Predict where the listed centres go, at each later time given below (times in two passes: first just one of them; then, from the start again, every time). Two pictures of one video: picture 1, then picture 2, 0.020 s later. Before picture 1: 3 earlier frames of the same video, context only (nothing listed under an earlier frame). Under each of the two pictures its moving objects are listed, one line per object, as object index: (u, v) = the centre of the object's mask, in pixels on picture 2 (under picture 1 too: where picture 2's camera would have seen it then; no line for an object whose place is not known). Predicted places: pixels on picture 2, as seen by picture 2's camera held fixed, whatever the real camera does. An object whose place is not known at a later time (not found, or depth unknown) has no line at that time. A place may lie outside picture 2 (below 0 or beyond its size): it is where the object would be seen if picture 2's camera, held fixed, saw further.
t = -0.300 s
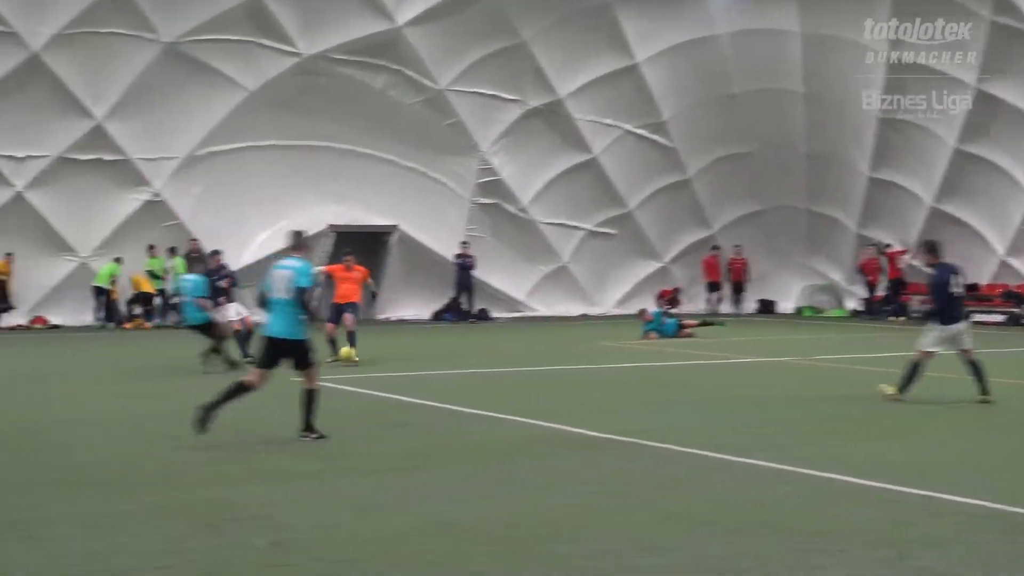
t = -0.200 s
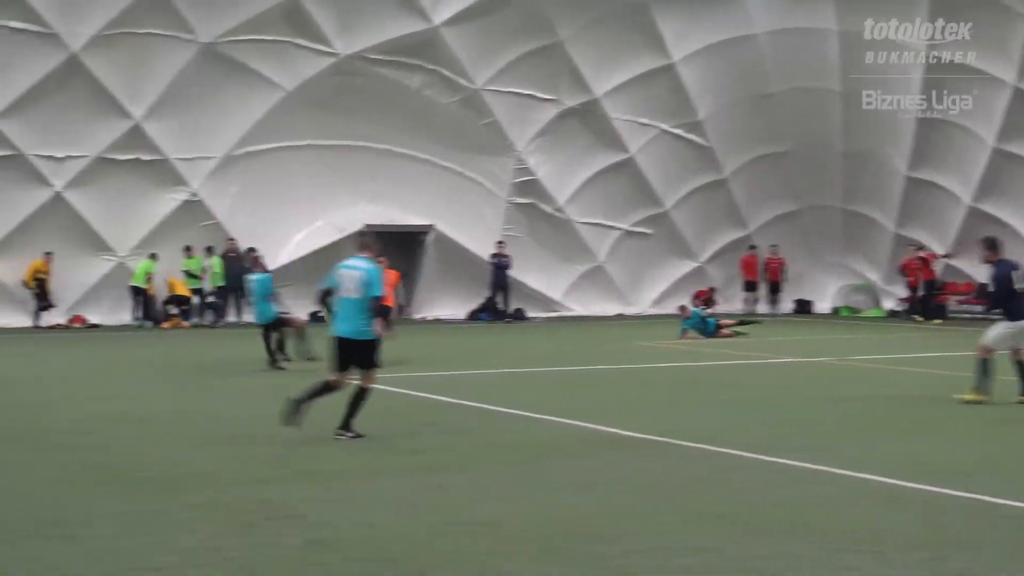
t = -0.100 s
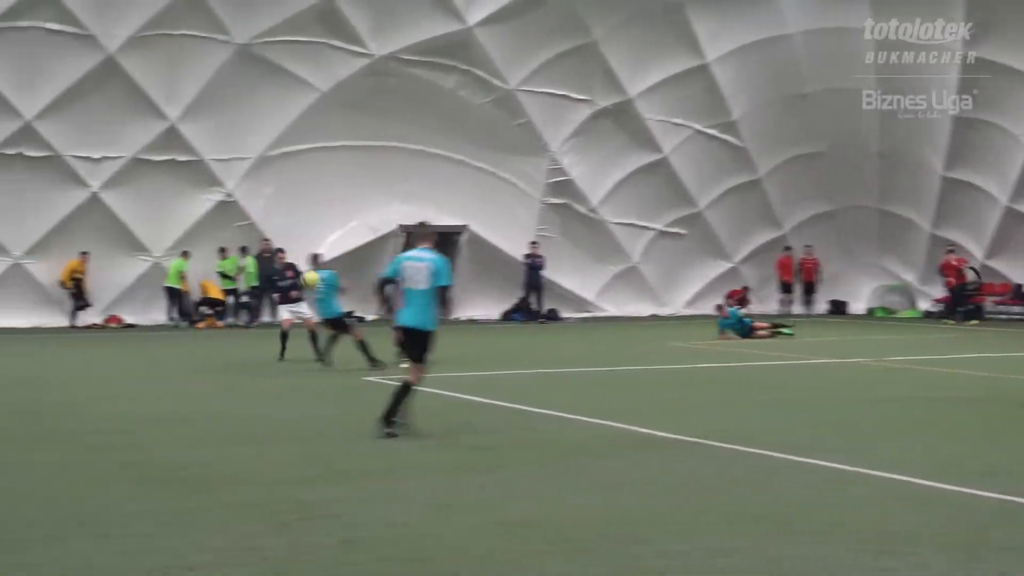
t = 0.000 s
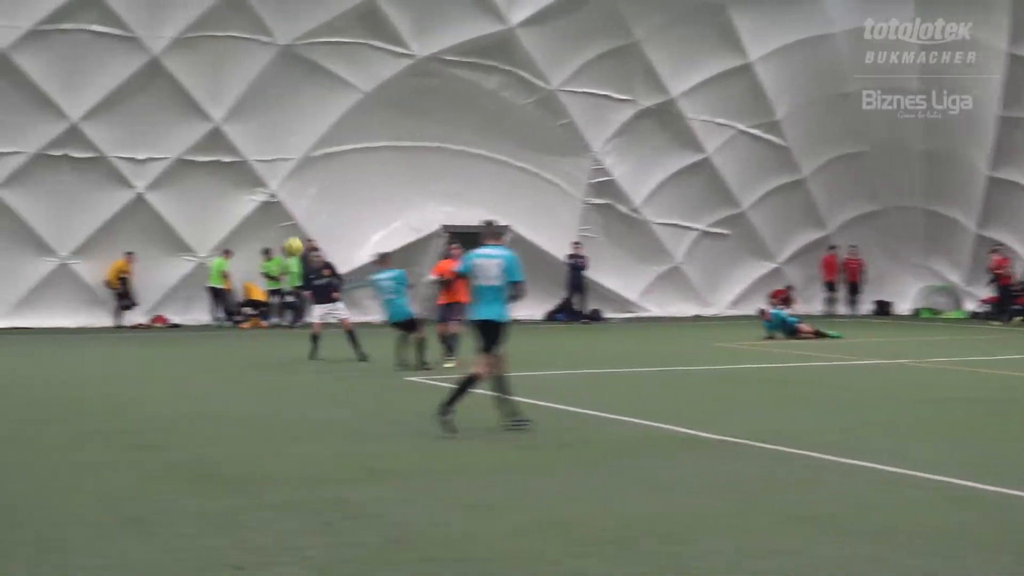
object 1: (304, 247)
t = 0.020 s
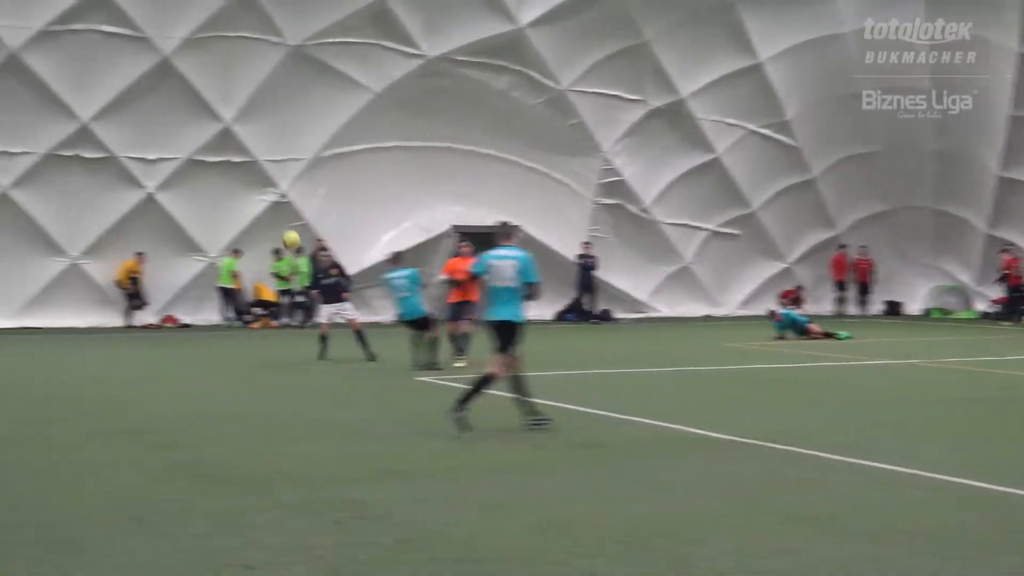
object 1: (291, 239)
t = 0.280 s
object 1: (108, 174)
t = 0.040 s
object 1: (279, 233)
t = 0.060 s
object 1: (265, 228)
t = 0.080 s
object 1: (252, 223)
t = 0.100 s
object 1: (238, 217)
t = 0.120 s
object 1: (225, 211)
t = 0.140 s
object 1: (211, 206)
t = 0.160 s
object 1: (197, 201)
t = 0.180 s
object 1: (183, 196)
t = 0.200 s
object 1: (168, 191)
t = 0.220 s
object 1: (153, 186)
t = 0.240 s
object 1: (138, 182)
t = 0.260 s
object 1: (122, 178)
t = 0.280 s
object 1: (108, 174)
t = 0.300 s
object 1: (91, 170)
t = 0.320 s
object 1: (74, 167)
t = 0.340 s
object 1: (58, 164)
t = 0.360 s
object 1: (42, 160)
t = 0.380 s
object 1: (25, 158)
